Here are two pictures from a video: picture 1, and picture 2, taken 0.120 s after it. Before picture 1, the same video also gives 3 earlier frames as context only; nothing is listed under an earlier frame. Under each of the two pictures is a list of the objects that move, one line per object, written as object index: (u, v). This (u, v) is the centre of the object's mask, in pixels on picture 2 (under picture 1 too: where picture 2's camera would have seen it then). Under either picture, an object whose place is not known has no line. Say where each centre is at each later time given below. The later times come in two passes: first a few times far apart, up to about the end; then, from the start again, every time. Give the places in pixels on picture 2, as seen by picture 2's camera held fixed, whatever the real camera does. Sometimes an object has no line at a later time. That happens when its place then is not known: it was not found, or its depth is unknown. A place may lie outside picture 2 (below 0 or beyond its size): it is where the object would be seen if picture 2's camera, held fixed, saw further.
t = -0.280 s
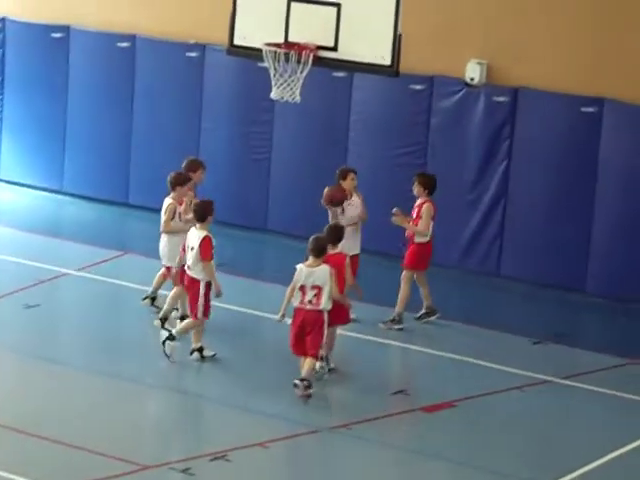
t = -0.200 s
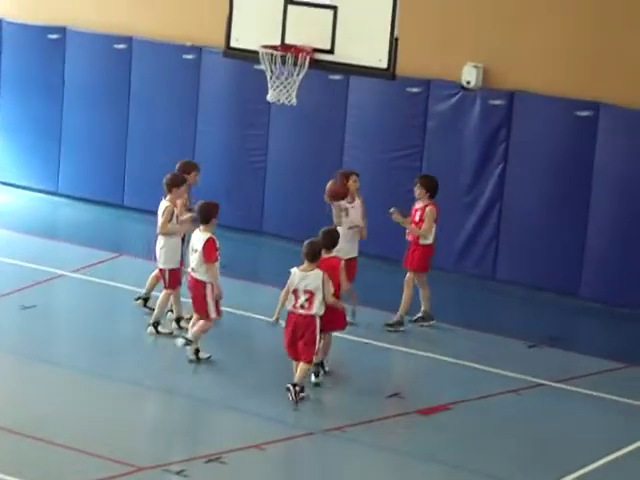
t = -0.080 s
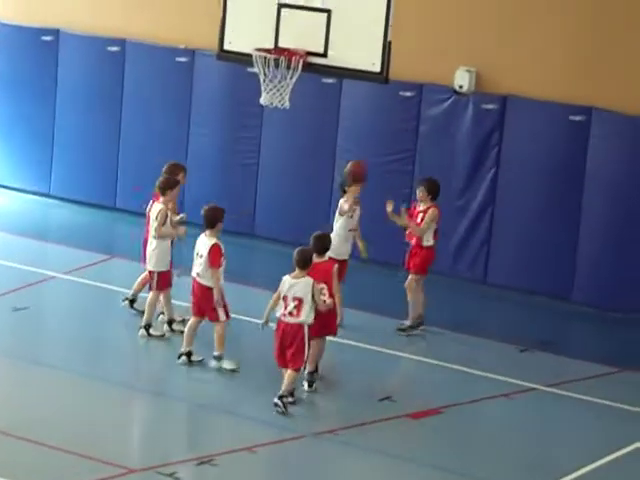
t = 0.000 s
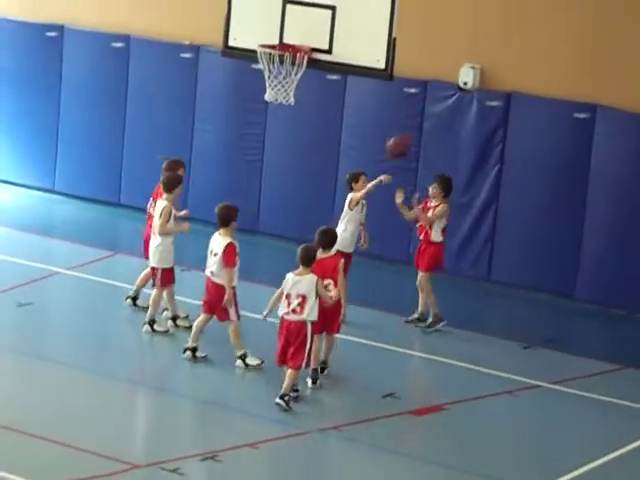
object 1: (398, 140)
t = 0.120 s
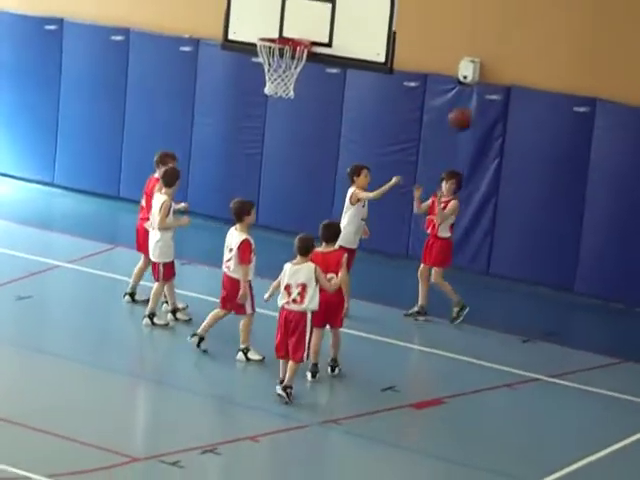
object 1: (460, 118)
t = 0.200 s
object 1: (501, 112)
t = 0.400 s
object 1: (606, 130)
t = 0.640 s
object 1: (722, 208)
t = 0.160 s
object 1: (482, 116)
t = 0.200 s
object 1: (501, 112)
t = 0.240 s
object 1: (523, 112)
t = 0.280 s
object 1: (542, 115)
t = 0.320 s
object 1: (564, 117)
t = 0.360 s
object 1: (585, 123)
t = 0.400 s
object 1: (606, 130)
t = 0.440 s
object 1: (626, 138)
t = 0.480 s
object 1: (646, 147)
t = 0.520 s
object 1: (666, 160)
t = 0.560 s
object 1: (687, 174)
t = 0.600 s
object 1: (707, 190)
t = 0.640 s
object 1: (722, 208)
